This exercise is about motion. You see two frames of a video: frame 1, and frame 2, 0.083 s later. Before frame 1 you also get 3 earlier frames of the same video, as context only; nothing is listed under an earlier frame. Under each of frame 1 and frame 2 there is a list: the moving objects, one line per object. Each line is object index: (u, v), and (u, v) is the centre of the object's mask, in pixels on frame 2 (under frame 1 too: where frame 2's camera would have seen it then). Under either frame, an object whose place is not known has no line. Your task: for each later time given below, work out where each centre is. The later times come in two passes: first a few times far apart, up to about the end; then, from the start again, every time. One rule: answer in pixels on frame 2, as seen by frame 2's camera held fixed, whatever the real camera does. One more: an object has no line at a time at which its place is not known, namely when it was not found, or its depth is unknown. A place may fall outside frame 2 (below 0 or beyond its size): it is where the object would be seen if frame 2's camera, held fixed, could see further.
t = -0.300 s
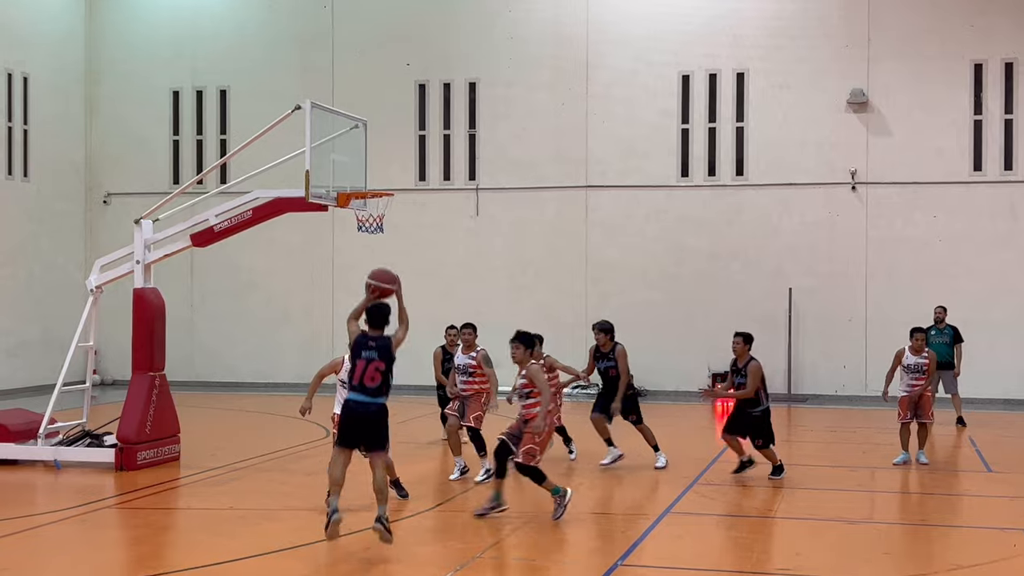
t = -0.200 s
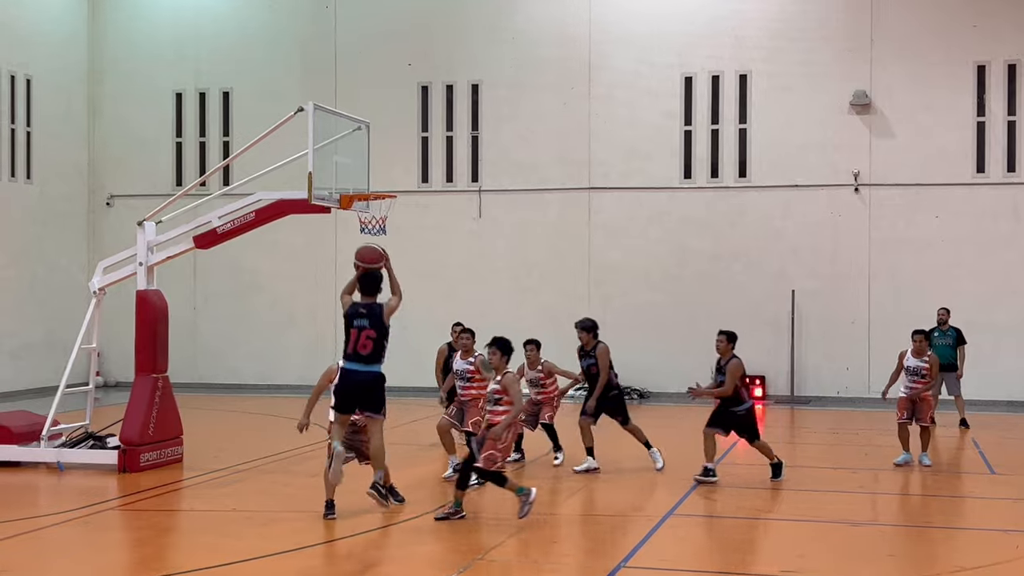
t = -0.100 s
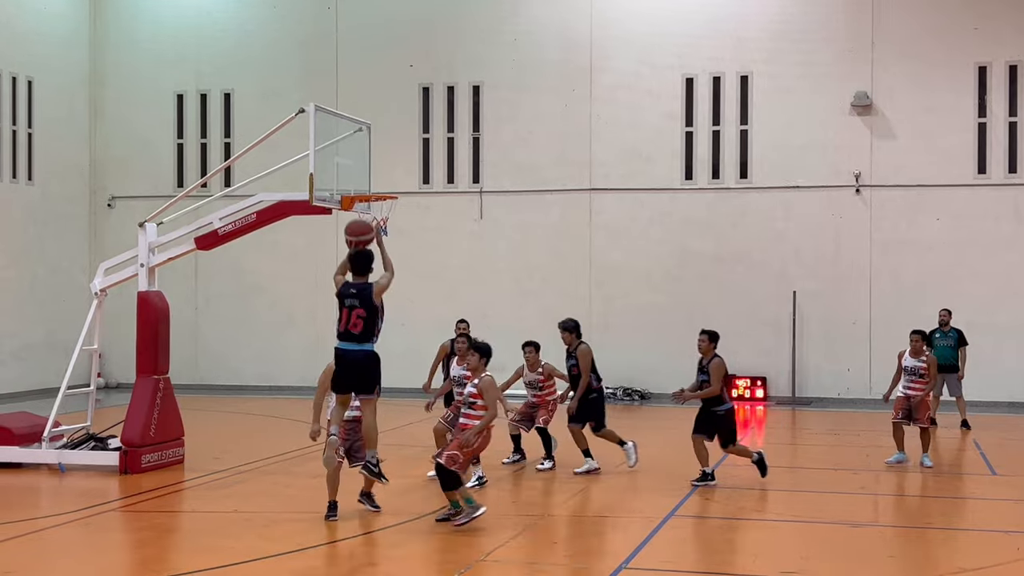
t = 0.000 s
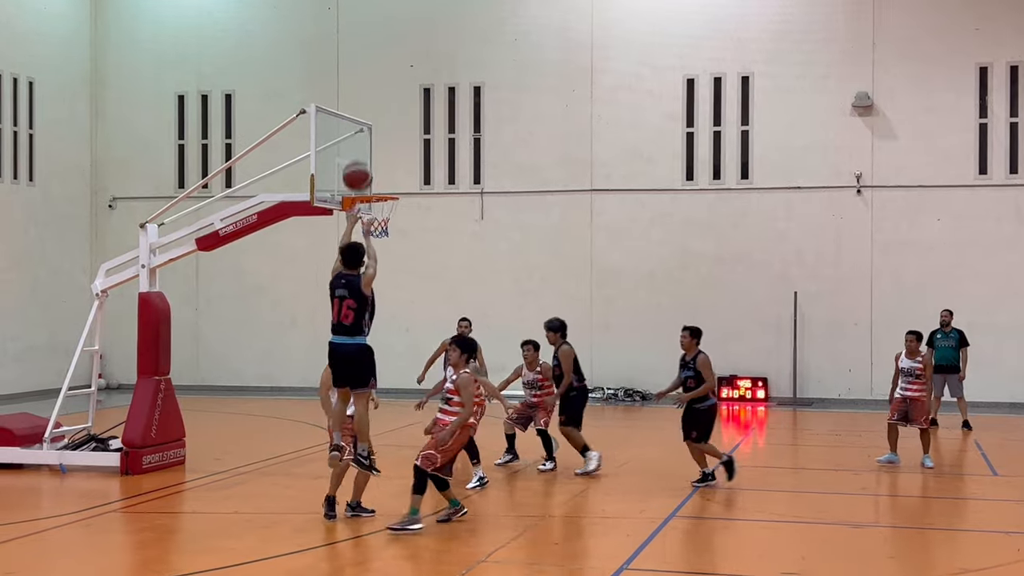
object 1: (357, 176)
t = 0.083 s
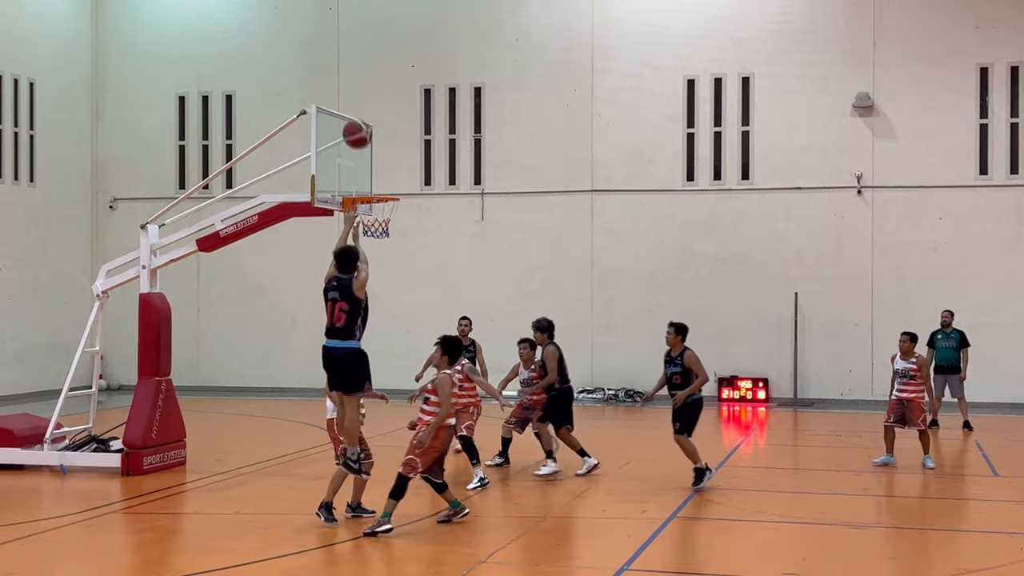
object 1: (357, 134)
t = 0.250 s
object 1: (356, 77)
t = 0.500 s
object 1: (354, 58)
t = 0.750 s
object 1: (352, 100)
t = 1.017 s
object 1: (360, 187)
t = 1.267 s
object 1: (432, 187)
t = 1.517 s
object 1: (501, 239)
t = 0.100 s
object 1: (357, 125)
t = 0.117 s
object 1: (357, 119)
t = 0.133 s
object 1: (356, 112)
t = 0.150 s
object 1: (356, 106)
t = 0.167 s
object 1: (356, 100)
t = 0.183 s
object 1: (356, 95)
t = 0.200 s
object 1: (356, 90)
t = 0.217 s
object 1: (356, 85)
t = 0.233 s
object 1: (356, 81)
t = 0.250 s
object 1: (356, 77)
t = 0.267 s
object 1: (355, 74)
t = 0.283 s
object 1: (355, 71)
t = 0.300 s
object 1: (355, 68)
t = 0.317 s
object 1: (355, 66)
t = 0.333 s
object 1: (355, 64)
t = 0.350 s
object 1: (355, 62)
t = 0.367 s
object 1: (355, 60)
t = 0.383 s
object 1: (354, 59)
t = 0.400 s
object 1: (354, 58)
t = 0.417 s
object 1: (354, 57)
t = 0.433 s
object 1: (354, 57)
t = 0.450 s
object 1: (354, 57)
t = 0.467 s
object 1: (354, 57)
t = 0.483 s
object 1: (354, 58)
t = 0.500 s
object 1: (354, 58)
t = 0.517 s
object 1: (353, 59)
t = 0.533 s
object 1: (353, 60)
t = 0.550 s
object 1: (353, 62)
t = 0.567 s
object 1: (353, 64)
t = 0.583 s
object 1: (353, 66)
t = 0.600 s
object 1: (353, 68)
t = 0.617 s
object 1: (353, 71)
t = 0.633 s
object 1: (353, 73)
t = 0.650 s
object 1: (353, 77)
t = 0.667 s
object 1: (352, 80)
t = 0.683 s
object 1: (353, 83)
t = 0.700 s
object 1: (352, 87)
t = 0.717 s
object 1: (352, 91)
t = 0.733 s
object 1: (352, 95)
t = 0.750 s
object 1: (352, 100)
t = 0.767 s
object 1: (352, 104)
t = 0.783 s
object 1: (352, 109)
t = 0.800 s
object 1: (352, 114)
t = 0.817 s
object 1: (352, 119)
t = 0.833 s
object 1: (352, 125)
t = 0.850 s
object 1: (351, 131)
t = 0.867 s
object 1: (352, 137)
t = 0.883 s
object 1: (352, 143)
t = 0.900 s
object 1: (352, 150)
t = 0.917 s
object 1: (352, 155)
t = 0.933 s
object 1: (351, 162)
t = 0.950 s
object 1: (351, 169)
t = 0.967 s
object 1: (352, 175)
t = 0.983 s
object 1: (354, 180)
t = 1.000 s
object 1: (357, 184)
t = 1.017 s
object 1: (360, 187)
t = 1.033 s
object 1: (365, 186)
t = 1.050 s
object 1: (370, 185)
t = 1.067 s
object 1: (375, 184)
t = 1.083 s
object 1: (380, 182)
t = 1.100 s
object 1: (385, 182)
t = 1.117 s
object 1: (389, 182)
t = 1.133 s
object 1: (394, 181)
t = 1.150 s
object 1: (399, 181)
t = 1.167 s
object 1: (404, 181)
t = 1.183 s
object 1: (408, 182)
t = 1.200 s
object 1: (413, 182)
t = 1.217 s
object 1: (418, 183)
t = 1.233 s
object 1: (423, 184)
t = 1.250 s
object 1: (428, 185)
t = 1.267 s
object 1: (432, 187)
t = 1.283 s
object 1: (437, 189)
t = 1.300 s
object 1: (442, 191)
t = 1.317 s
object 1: (446, 193)
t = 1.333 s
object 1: (451, 196)
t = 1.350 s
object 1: (456, 199)
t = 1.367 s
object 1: (460, 202)
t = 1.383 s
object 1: (465, 205)
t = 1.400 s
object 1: (470, 209)
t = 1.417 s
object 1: (474, 212)
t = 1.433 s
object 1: (478, 216)
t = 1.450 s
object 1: (483, 221)
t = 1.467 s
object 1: (488, 225)
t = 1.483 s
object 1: (492, 229)
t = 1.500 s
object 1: (497, 234)
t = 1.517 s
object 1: (501, 239)
